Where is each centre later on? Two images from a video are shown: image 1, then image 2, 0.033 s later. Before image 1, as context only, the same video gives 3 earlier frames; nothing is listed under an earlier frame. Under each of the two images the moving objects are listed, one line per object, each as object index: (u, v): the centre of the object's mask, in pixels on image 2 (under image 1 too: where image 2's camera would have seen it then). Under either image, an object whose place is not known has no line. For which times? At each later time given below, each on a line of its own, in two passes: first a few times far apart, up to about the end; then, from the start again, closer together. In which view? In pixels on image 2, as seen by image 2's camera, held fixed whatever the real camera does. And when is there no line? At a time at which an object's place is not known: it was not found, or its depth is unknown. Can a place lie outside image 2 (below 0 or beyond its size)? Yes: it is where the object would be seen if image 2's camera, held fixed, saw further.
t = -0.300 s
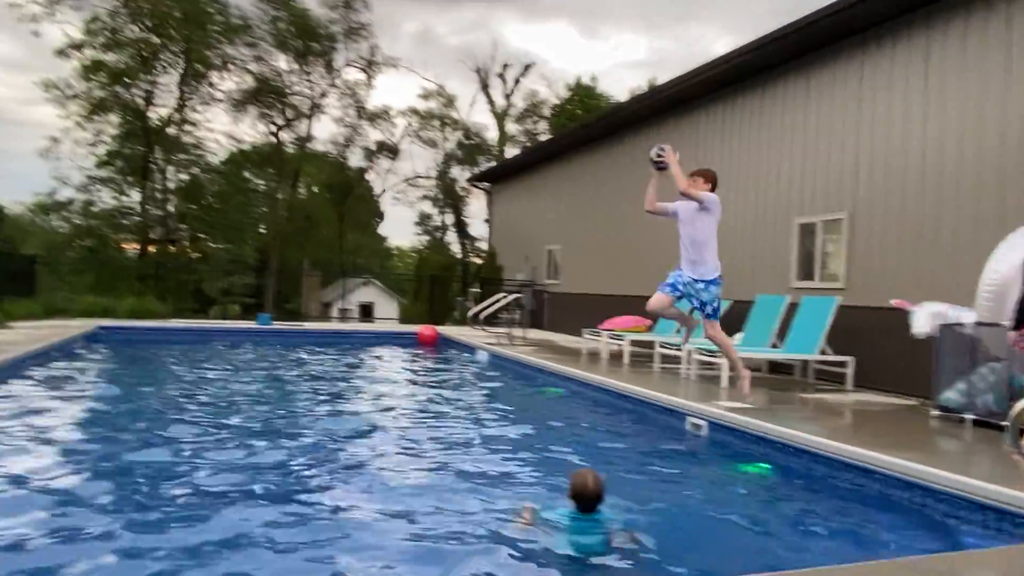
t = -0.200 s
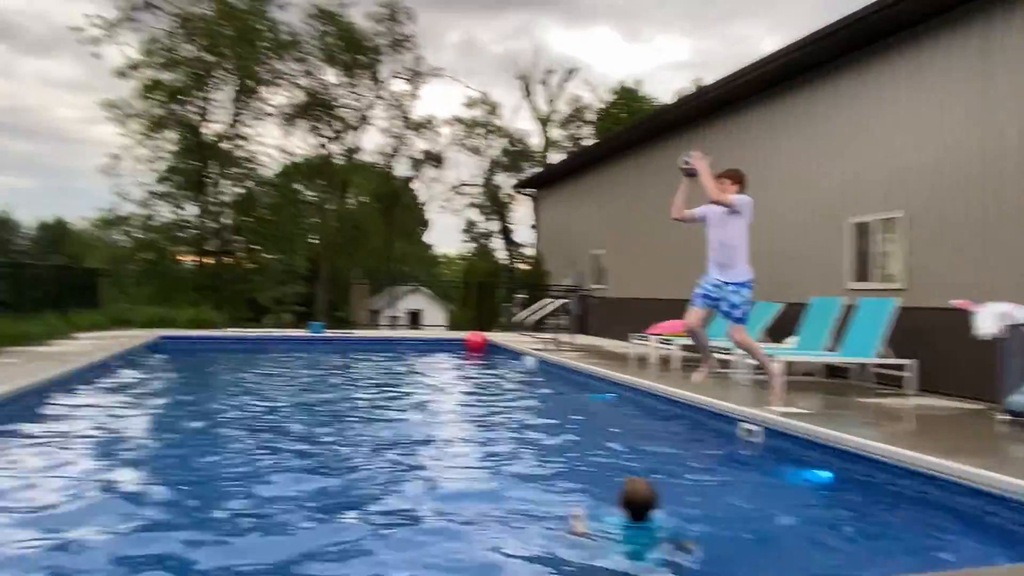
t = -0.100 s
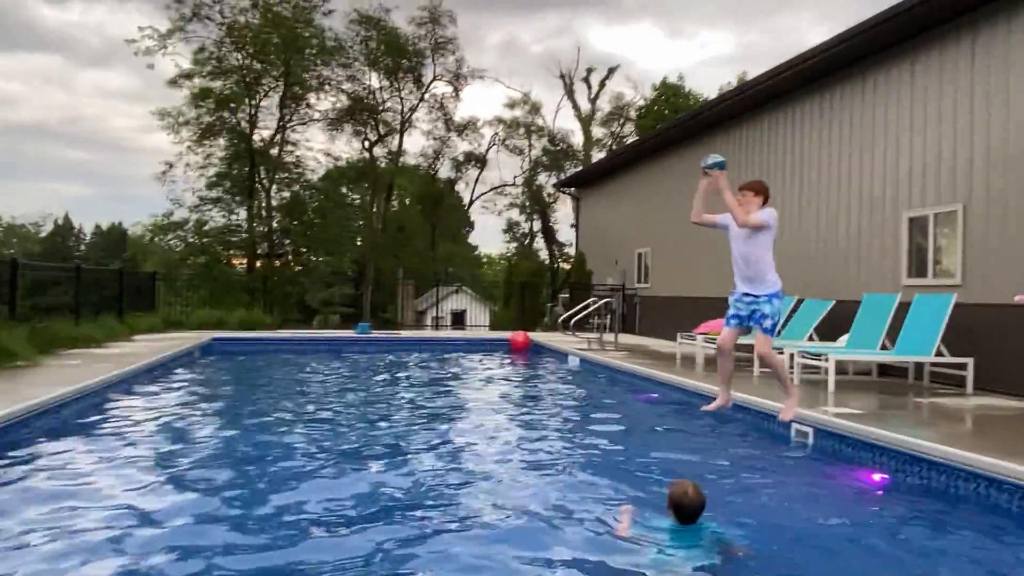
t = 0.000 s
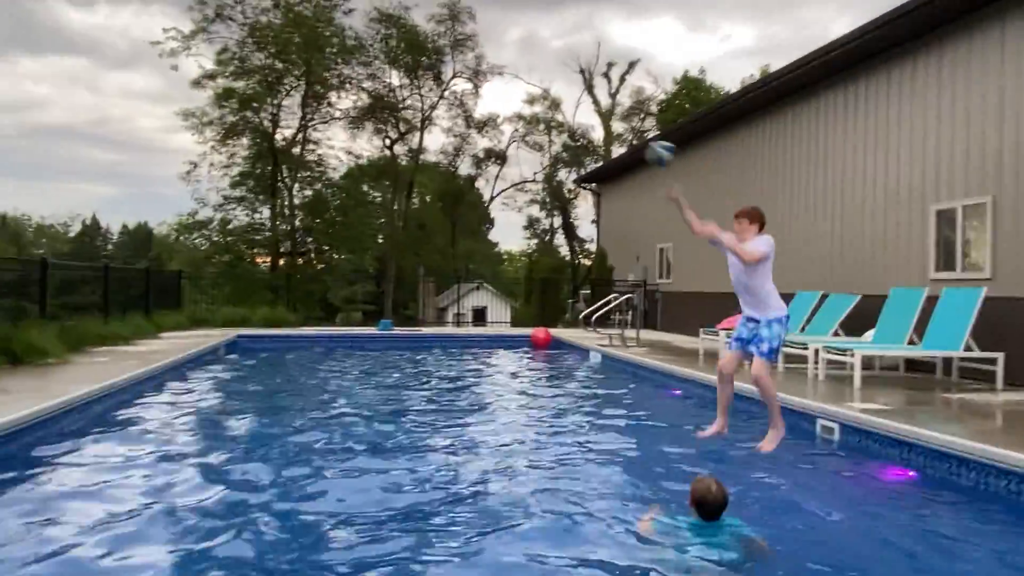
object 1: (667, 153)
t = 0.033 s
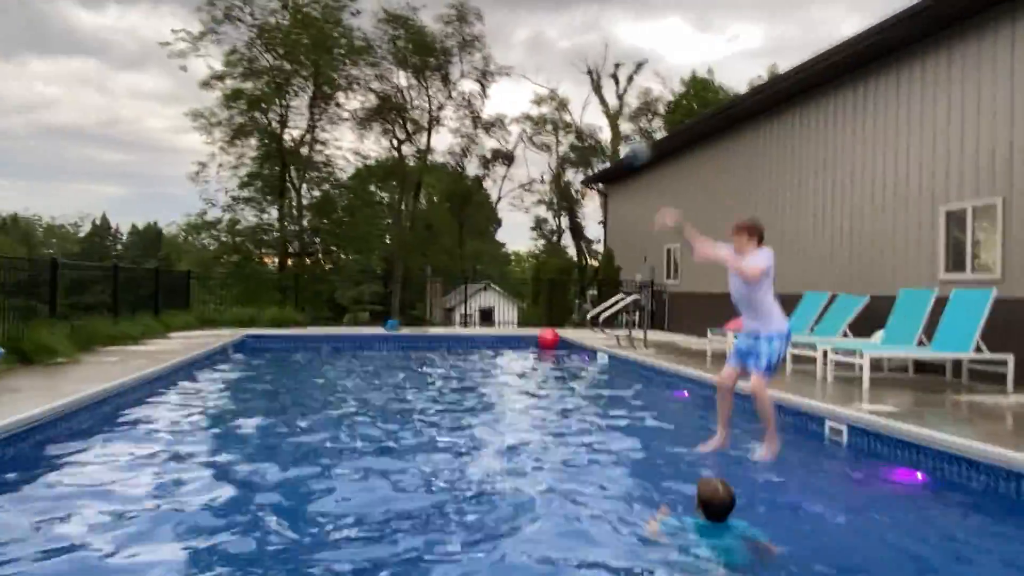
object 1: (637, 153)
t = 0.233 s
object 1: (426, 177)
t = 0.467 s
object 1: (150, 290)
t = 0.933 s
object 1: (128, 281)
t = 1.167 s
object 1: (272, 285)
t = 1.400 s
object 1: (414, 393)
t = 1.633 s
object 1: (523, 529)
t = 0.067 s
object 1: (603, 152)
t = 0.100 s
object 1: (571, 156)
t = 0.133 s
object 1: (534, 158)
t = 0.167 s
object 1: (499, 161)
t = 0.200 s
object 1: (462, 172)
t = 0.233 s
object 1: (426, 177)
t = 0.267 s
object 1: (389, 187)
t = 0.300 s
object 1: (351, 199)
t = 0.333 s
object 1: (314, 212)
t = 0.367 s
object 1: (276, 226)
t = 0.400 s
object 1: (235, 248)
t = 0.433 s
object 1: (193, 270)
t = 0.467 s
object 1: (150, 290)
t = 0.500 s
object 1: (105, 314)
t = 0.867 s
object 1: (87, 298)
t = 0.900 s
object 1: (108, 288)
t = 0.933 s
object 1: (128, 281)
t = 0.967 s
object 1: (149, 276)
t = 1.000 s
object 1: (170, 272)
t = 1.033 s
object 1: (190, 270)
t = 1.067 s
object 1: (211, 271)
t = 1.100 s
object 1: (232, 273)
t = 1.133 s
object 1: (252, 278)
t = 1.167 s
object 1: (272, 285)
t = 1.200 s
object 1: (292, 294)
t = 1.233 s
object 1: (312, 306)
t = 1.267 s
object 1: (332, 317)
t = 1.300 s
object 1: (353, 332)
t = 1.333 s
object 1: (373, 350)
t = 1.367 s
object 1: (395, 370)
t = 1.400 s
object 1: (414, 393)
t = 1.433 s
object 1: (435, 418)
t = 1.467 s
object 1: (455, 443)
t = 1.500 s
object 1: (478, 473)
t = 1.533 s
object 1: (498, 504)
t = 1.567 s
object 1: (512, 519)
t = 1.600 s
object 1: (518, 527)
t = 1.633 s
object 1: (523, 529)
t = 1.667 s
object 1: (524, 529)
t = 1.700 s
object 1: (520, 526)
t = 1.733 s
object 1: (525, 523)
